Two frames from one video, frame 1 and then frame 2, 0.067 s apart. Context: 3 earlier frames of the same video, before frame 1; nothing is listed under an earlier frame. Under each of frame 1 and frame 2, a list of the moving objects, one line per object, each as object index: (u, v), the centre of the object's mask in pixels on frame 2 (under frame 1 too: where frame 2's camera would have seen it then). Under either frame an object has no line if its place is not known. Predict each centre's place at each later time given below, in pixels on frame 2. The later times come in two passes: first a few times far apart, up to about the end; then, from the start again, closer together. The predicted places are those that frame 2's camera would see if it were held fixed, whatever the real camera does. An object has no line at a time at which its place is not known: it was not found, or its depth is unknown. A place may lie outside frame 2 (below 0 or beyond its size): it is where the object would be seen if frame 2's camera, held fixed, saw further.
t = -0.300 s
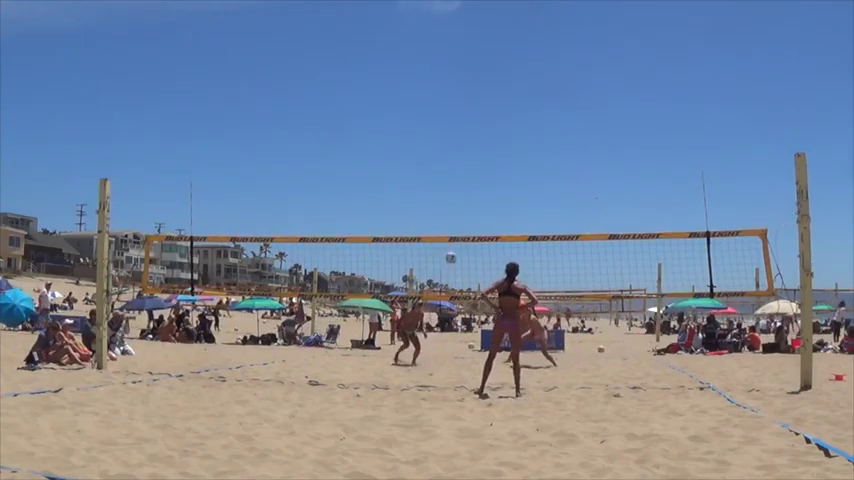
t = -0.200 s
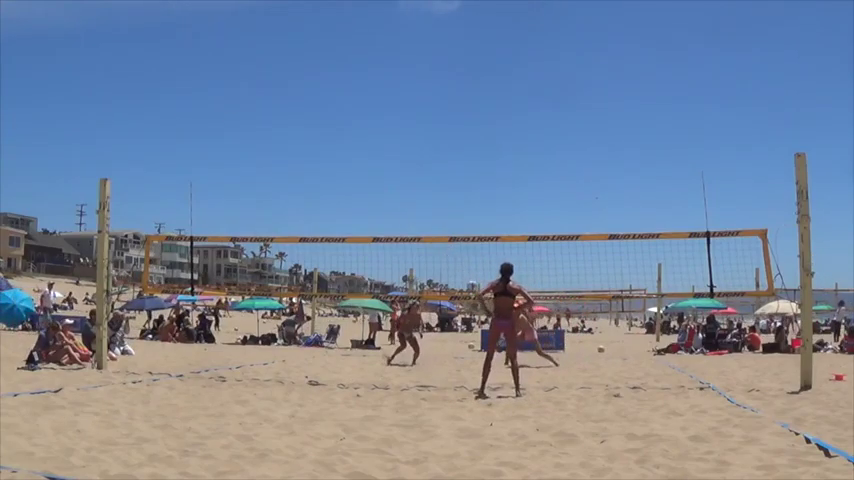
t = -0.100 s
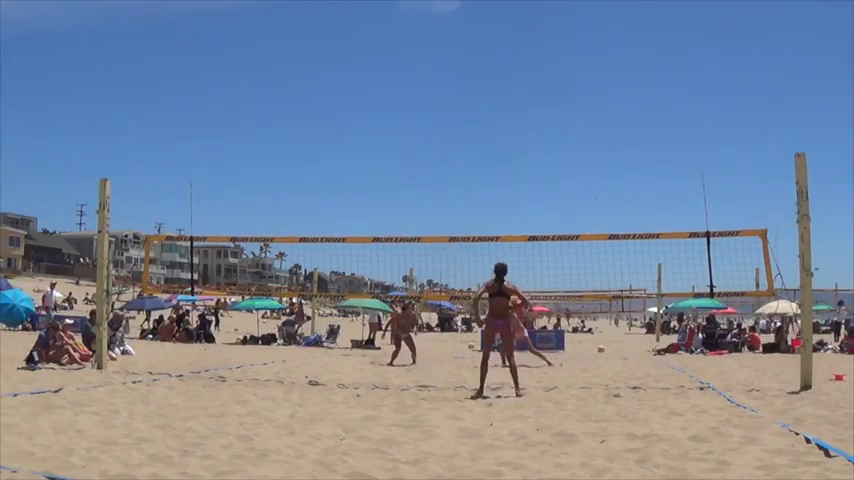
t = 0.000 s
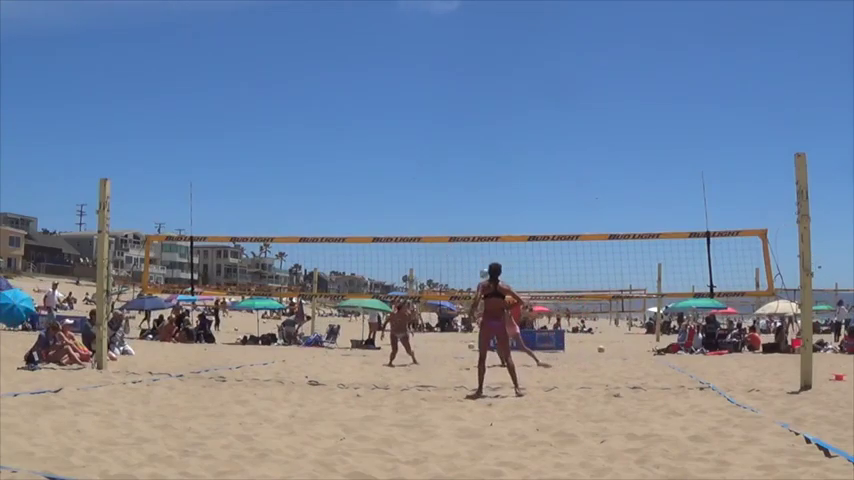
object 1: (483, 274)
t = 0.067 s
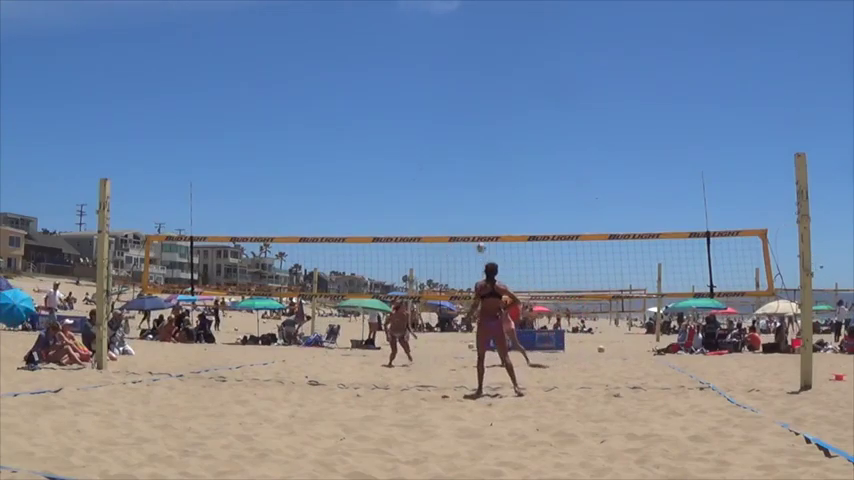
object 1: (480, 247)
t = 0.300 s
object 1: (467, 173)
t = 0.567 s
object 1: (452, 120)
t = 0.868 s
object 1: (436, 99)
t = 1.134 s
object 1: (420, 115)
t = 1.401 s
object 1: (402, 168)
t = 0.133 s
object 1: (476, 223)
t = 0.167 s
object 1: (474, 213)
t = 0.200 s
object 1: (473, 202)
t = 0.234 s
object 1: (471, 191)
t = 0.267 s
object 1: (469, 182)
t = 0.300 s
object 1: (467, 173)
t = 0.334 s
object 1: (464, 165)
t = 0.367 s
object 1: (463, 157)
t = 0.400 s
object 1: (461, 149)
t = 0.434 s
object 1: (460, 142)
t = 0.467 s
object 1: (458, 136)
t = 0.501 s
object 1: (456, 130)
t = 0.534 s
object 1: (454, 125)
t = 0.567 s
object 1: (452, 120)
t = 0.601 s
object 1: (450, 115)
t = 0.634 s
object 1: (449, 112)
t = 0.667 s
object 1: (446, 108)
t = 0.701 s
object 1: (444, 106)
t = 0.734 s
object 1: (443, 103)
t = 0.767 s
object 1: (441, 101)
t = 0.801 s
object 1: (440, 100)
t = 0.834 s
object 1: (438, 100)
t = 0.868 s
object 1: (436, 99)
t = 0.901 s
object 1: (434, 100)
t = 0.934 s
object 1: (432, 100)
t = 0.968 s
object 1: (431, 101)
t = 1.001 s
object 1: (429, 103)
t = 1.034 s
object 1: (426, 106)
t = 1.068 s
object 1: (425, 108)
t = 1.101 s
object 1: (423, 112)
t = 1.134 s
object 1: (420, 115)
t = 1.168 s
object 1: (418, 120)
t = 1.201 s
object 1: (417, 125)
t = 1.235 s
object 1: (415, 131)
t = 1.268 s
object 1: (412, 137)
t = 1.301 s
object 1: (409, 144)
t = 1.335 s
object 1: (407, 151)
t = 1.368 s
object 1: (405, 159)
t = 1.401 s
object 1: (402, 168)
